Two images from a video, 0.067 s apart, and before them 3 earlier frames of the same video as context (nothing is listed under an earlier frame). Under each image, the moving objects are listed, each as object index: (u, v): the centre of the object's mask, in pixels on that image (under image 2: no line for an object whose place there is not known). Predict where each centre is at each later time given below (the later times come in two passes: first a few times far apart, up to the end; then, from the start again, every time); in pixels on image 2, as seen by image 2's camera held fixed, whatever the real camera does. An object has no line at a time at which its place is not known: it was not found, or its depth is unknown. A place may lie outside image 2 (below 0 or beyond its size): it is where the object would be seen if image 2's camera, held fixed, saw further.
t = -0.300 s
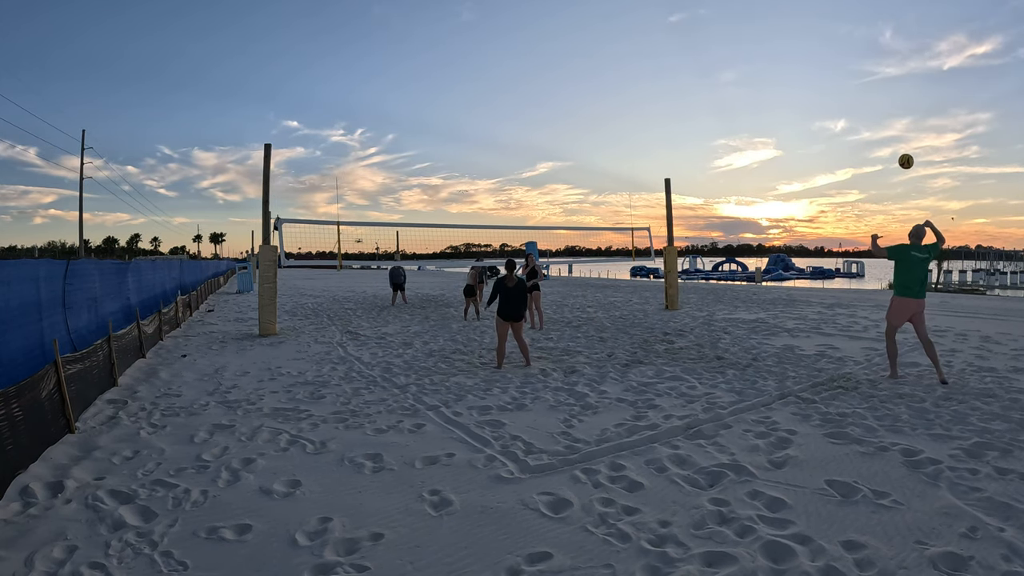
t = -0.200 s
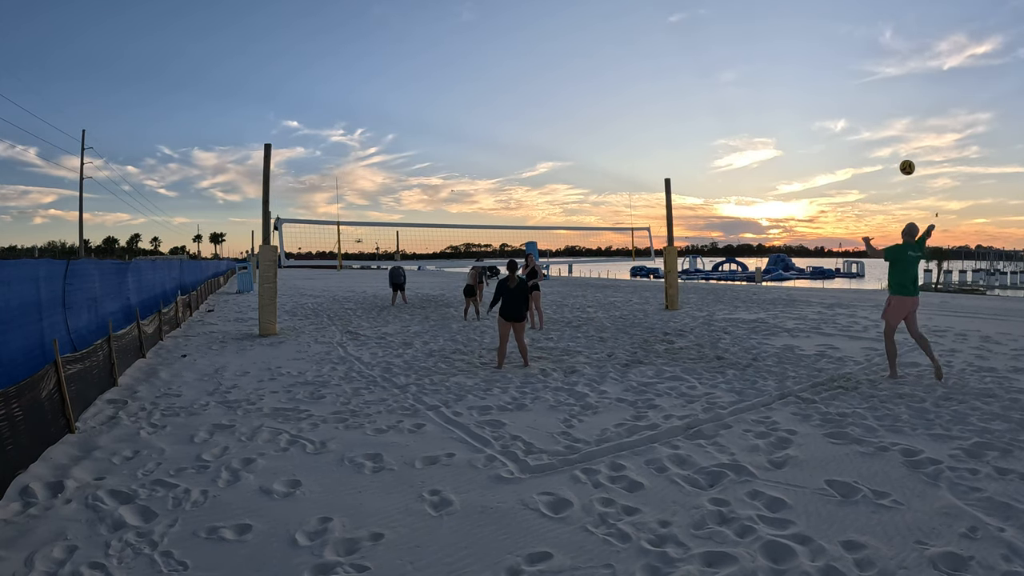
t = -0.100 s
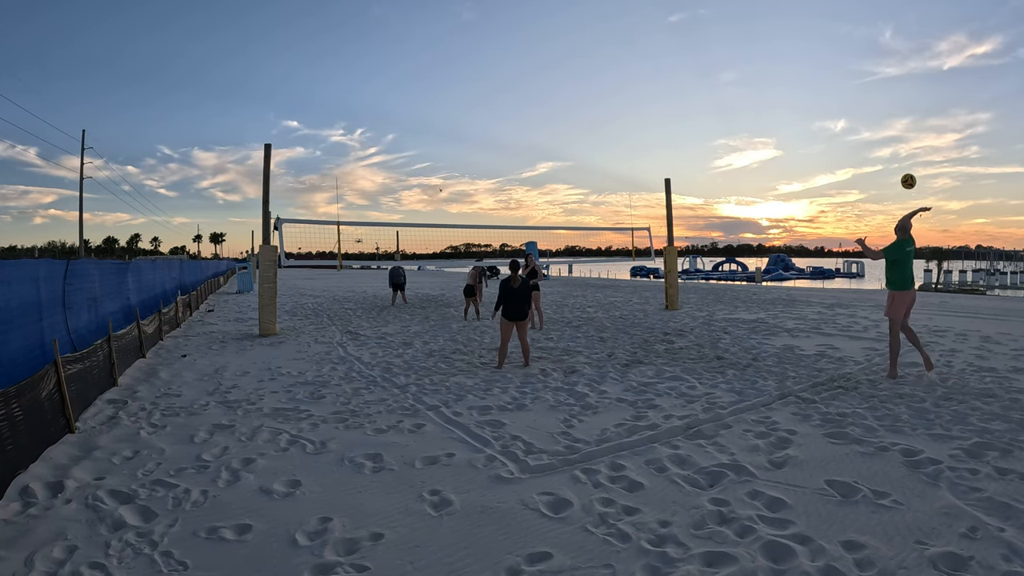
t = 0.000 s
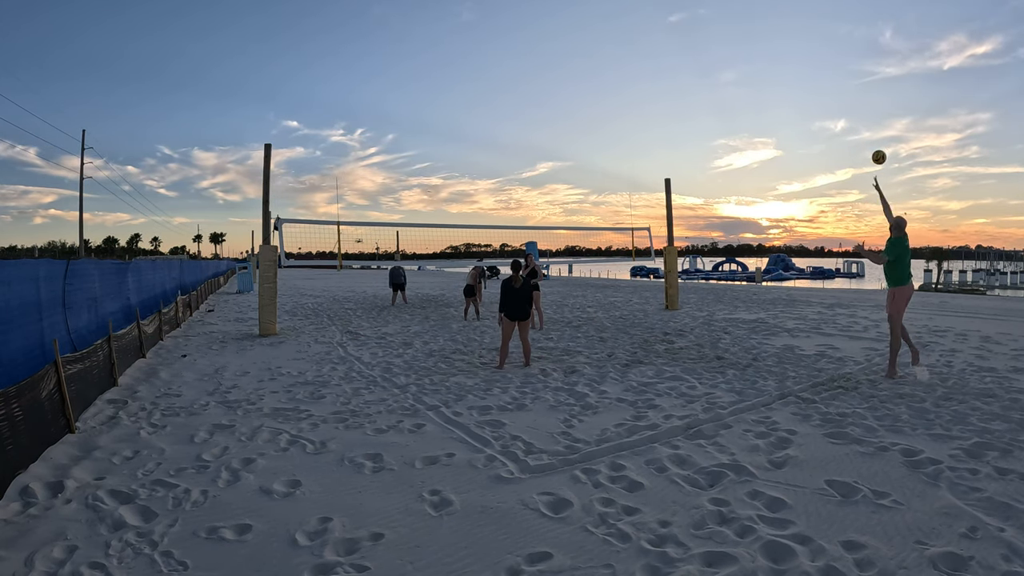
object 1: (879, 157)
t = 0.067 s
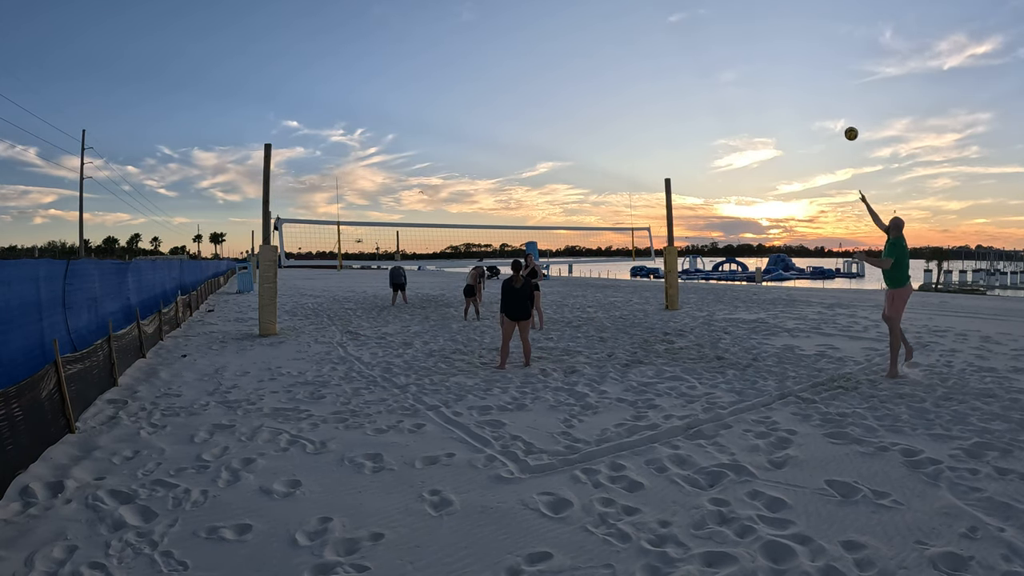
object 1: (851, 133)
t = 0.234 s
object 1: (792, 97)
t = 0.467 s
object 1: (730, 83)
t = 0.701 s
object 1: (683, 95)
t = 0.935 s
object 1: (646, 126)
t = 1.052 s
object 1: (630, 146)
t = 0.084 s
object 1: (844, 128)
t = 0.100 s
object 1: (838, 123)
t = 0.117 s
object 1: (831, 119)
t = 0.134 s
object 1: (825, 115)
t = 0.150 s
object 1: (820, 112)
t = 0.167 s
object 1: (814, 108)
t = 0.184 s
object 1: (808, 105)
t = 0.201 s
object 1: (802, 102)
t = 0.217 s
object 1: (797, 99)
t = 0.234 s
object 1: (792, 97)
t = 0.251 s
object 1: (787, 95)
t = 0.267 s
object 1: (781, 93)
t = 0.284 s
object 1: (777, 91)
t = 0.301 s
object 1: (772, 90)
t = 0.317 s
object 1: (767, 88)
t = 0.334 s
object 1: (763, 87)
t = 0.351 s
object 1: (758, 86)
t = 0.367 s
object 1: (754, 85)
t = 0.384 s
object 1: (750, 84)
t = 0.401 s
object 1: (746, 84)
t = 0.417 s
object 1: (742, 83)
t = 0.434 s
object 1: (738, 83)
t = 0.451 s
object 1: (733, 83)
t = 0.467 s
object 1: (730, 83)
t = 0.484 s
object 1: (726, 83)
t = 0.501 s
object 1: (722, 83)
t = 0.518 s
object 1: (719, 84)
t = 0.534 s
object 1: (715, 84)
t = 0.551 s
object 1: (712, 85)
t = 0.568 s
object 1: (708, 86)
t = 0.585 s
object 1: (705, 86)
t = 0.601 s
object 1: (702, 87)
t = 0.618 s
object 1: (699, 88)
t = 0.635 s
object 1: (695, 90)
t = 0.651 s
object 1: (692, 91)
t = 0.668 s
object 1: (689, 92)
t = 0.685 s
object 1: (686, 94)
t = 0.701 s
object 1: (683, 95)
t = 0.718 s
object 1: (680, 97)
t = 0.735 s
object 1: (677, 98)
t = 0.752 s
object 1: (674, 100)
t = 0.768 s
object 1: (672, 102)
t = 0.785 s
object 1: (669, 104)
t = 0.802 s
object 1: (666, 106)
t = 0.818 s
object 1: (663, 108)
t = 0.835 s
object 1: (661, 110)
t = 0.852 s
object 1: (658, 113)
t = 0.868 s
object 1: (656, 115)
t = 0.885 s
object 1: (653, 118)
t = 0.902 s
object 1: (651, 120)
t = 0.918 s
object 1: (648, 123)
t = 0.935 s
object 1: (646, 126)
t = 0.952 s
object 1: (644, 128)
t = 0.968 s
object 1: (641, 131)
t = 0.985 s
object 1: (639, 134)
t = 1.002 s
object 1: (637, 137)
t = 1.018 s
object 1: (634, 140)
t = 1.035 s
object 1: (632, 143)
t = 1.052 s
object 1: (630, 146)
